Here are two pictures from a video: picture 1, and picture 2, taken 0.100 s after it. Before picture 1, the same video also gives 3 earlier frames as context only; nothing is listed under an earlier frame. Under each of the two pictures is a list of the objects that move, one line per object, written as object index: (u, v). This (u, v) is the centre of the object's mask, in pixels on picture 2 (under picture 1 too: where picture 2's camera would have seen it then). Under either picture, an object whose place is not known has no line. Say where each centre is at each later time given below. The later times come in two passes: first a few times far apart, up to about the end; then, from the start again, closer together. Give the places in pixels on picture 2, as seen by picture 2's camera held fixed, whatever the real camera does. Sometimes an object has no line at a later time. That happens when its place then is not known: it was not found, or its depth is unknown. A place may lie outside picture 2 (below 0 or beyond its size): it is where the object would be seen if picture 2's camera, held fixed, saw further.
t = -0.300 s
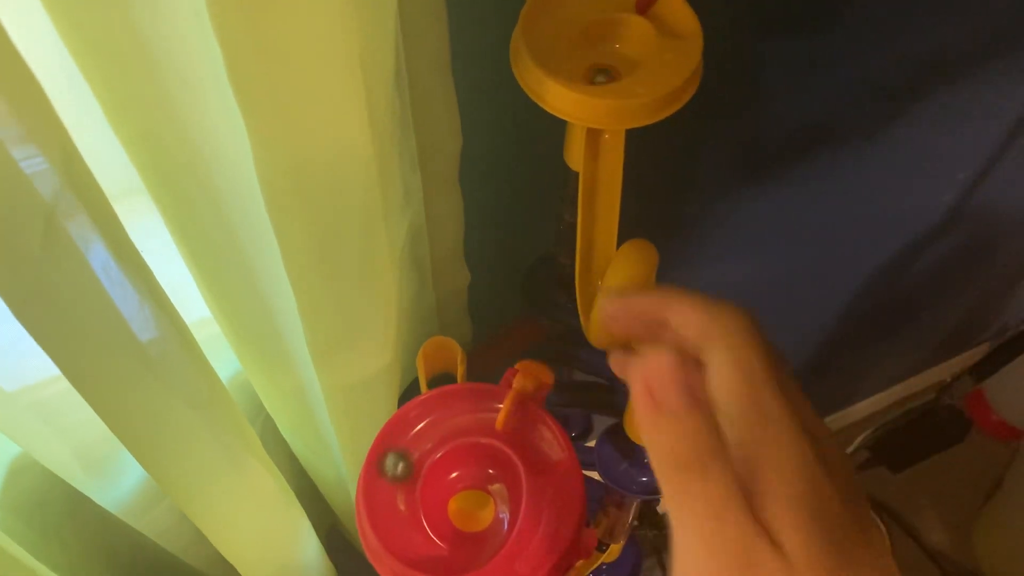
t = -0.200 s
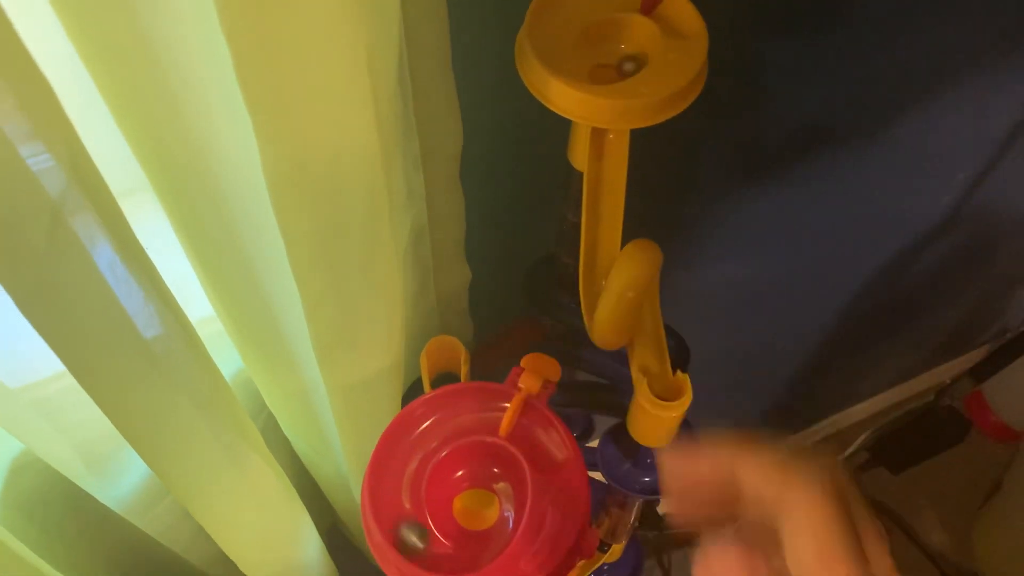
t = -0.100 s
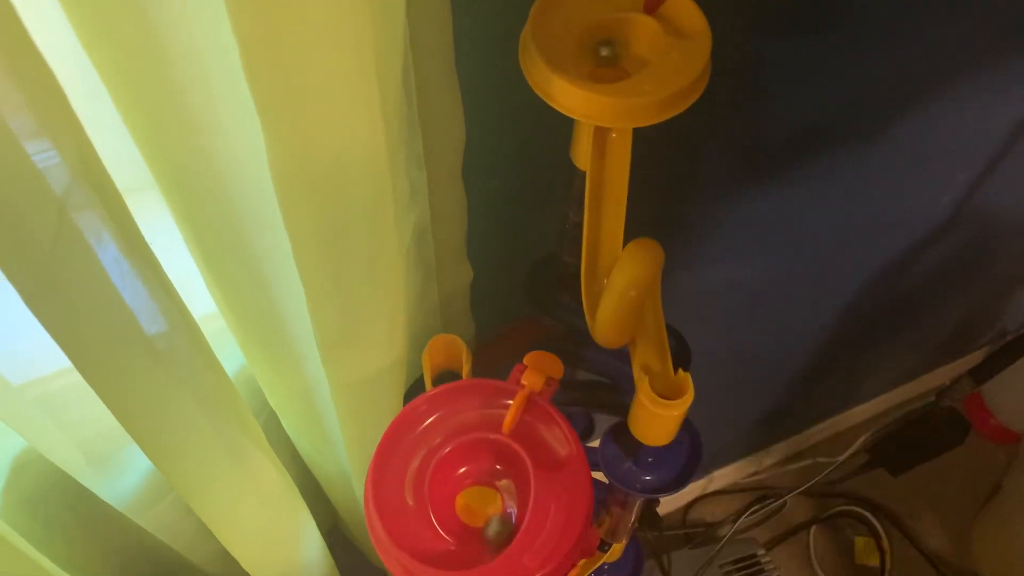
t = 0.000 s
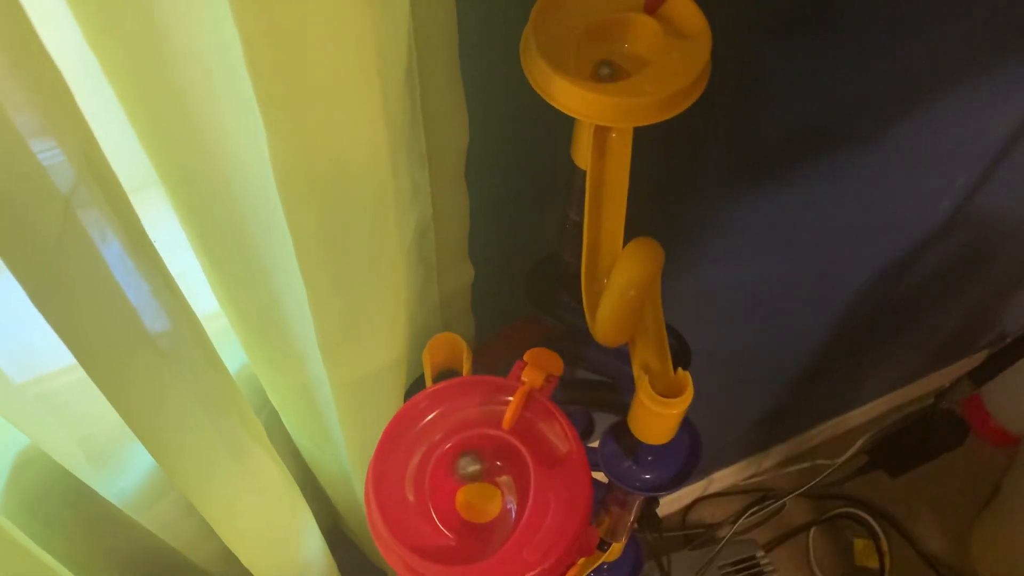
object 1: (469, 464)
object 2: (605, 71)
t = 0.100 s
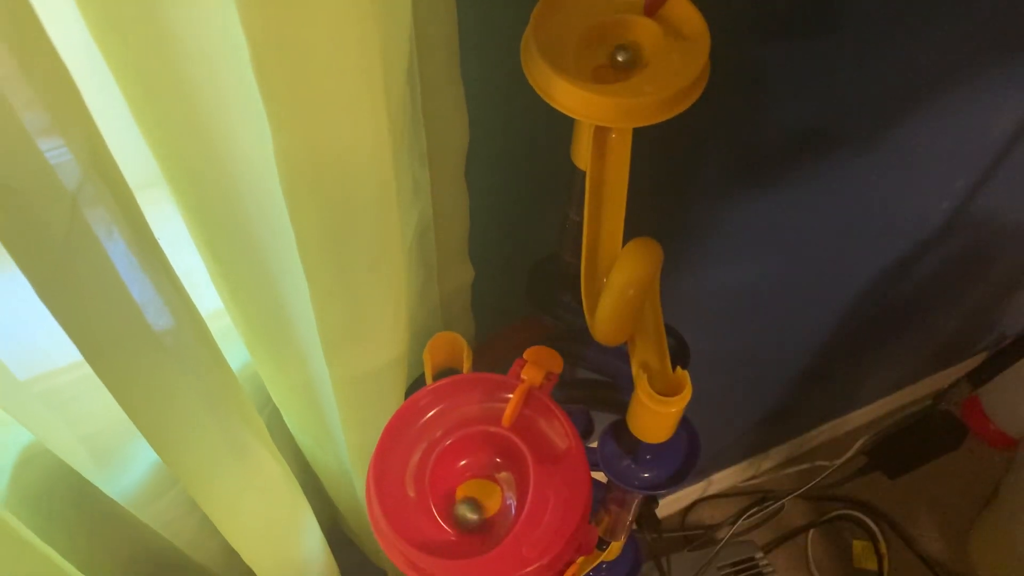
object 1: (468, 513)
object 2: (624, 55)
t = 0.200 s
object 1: (507, 493)
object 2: (603, 61)
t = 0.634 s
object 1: (459, 482)
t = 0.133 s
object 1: (490, 515)
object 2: (616, 51)
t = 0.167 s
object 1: (507, 509)
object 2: (608, 52)
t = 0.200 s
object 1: (507, 493)
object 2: (603, 61)
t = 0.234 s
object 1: (497, 479)
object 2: (611, 74)
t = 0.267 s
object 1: (483, 470)
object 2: (610, 74)
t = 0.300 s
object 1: (468, 470)
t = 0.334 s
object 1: (457, 474)
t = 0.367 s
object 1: (453, 482)
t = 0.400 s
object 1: (455, 490)
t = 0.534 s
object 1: (475, 469)
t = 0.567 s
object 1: (465, 469)
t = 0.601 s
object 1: (459, 473)
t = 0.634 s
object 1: (459, 482)
